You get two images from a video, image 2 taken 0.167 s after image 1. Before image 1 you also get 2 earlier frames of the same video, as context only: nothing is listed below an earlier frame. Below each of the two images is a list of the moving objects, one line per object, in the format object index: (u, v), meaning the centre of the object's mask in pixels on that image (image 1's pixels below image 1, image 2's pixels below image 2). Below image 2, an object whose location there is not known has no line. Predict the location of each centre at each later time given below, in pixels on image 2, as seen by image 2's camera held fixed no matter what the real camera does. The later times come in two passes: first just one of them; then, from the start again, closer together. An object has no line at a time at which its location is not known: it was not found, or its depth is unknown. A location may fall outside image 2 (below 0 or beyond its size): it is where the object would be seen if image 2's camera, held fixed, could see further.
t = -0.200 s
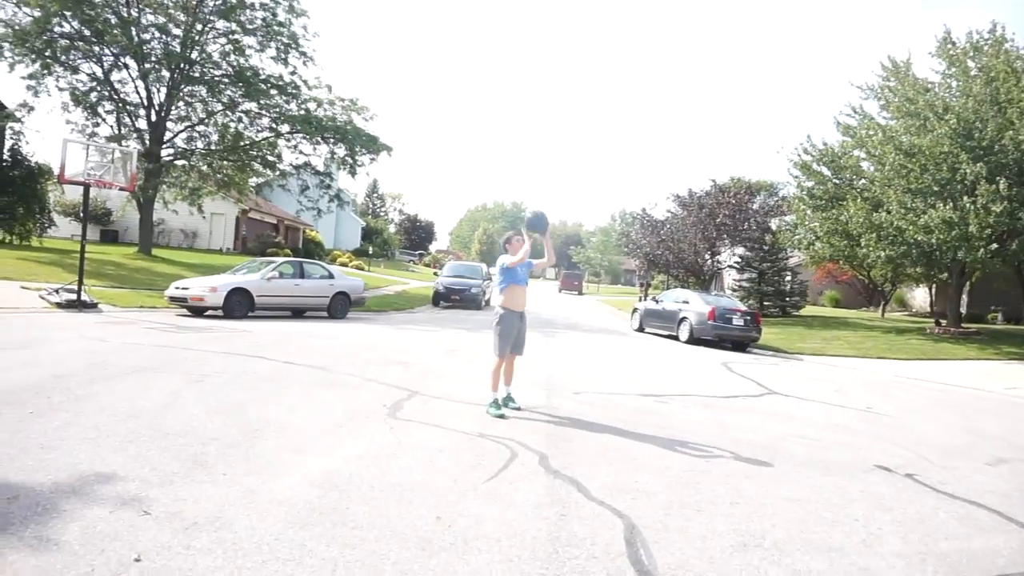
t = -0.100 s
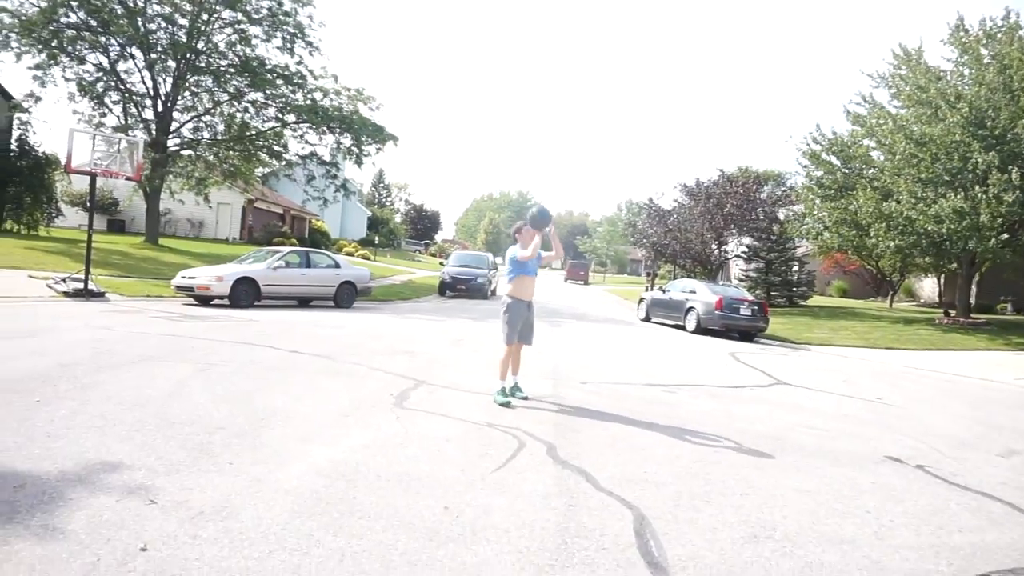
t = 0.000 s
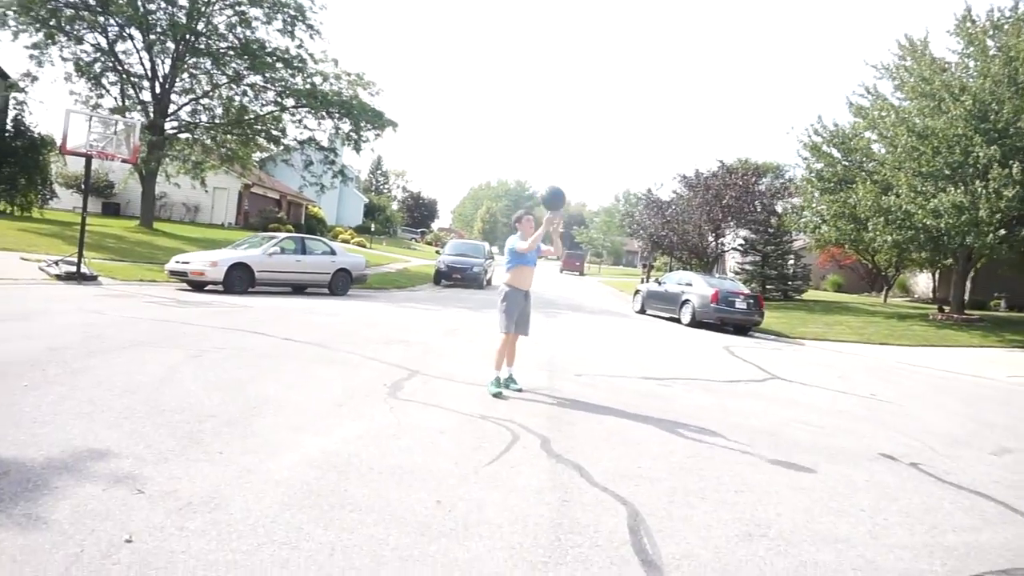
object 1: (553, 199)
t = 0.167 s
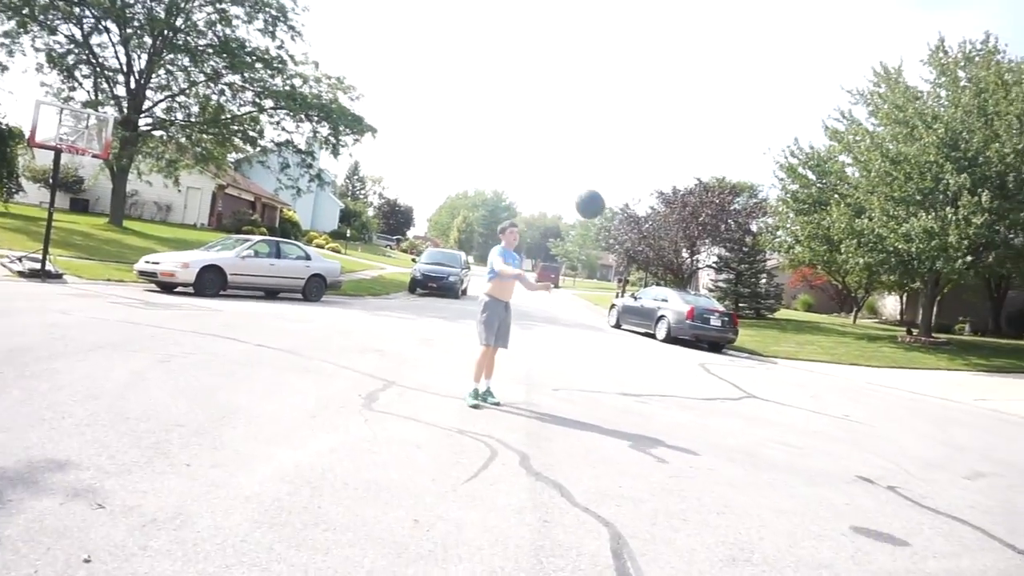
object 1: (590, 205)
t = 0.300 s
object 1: (647, 229)
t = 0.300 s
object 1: (647, 229)
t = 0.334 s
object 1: (662, 240)
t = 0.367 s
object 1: (679, 253)
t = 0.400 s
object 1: (698, 267)
